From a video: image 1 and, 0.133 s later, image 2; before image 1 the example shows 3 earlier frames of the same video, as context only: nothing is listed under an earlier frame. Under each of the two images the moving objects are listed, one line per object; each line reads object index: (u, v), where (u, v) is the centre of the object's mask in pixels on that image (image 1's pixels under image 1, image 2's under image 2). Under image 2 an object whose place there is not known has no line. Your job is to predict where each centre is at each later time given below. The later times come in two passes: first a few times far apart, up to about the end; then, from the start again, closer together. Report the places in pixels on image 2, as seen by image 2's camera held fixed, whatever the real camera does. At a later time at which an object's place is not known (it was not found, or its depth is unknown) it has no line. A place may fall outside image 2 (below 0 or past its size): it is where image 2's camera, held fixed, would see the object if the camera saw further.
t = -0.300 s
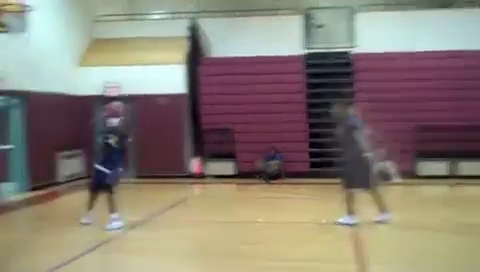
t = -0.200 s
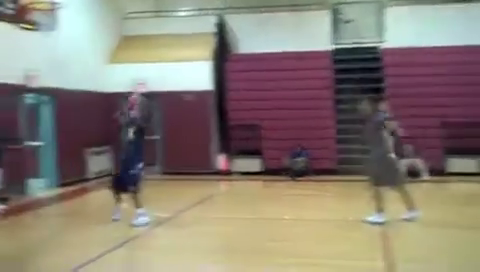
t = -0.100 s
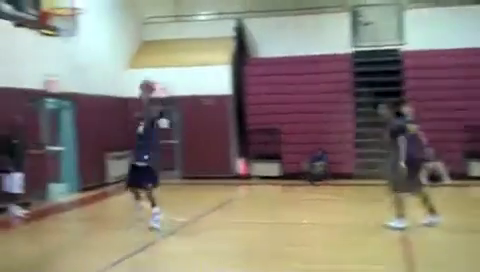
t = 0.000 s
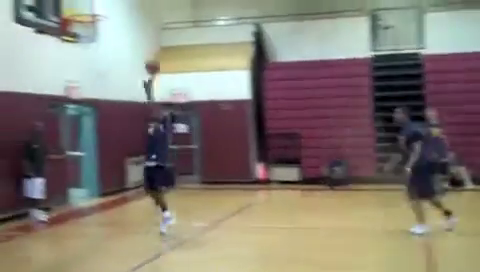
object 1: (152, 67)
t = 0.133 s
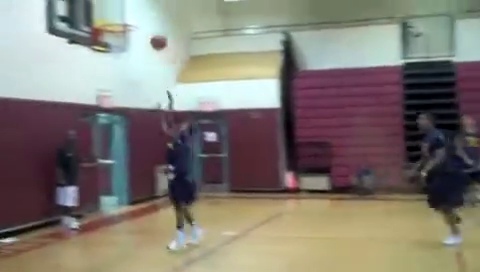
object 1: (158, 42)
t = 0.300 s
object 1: (127, 17)
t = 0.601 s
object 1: (129, 24)
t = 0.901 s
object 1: (115, 54)
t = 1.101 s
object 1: (107, 98)
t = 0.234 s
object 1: (141, 25)
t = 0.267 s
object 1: (134, 21)
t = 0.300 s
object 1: (127, 17)
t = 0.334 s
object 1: (121, 14)
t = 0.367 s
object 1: (116, 12)
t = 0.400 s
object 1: (116, 11)
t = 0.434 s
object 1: (117, 11)
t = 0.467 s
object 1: (122, 14)
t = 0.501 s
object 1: (125, 16)
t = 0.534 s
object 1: (127, 19)
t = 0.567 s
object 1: (130, 24)
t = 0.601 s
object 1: (129, 24)
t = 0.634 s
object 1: (127, 26)
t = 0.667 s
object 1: (126, 27)
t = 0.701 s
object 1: (123, 30)
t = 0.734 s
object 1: (122, 33)
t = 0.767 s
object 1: (122, 35)
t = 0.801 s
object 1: (118, 41)
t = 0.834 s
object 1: (118, 43)
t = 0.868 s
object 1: (116, 48)
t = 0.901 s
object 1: (115, 54)
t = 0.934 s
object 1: (114, 57)
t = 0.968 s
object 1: (112, 64)
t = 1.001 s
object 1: (111, 71)
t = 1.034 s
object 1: (110, 80)
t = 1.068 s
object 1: (109, 89)
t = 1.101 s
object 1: (107, 98)
